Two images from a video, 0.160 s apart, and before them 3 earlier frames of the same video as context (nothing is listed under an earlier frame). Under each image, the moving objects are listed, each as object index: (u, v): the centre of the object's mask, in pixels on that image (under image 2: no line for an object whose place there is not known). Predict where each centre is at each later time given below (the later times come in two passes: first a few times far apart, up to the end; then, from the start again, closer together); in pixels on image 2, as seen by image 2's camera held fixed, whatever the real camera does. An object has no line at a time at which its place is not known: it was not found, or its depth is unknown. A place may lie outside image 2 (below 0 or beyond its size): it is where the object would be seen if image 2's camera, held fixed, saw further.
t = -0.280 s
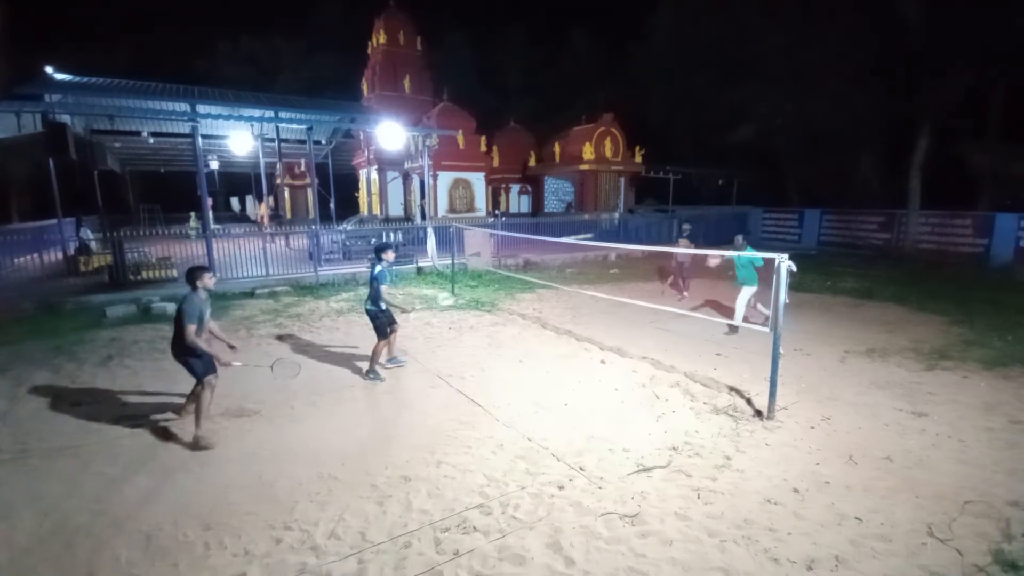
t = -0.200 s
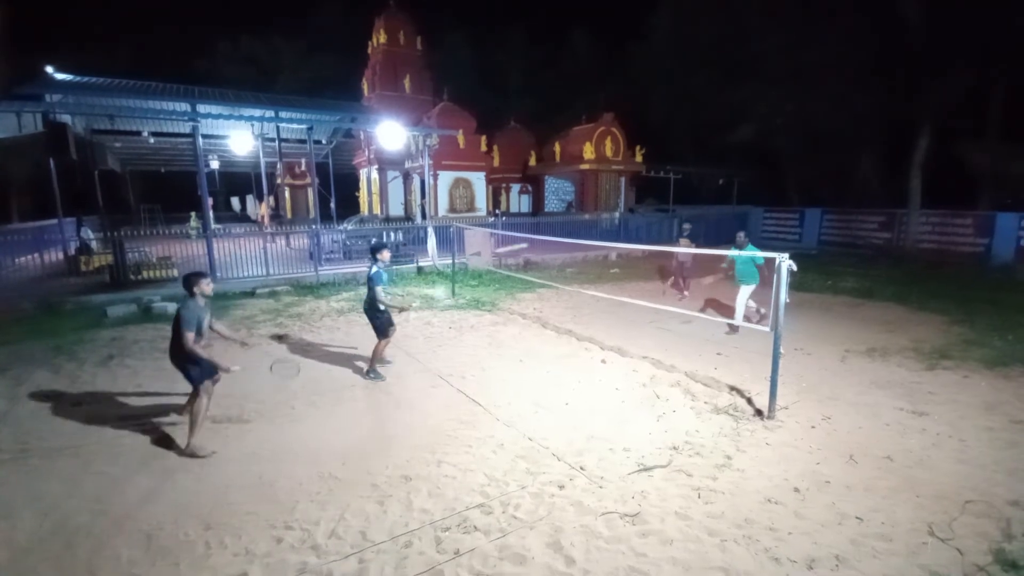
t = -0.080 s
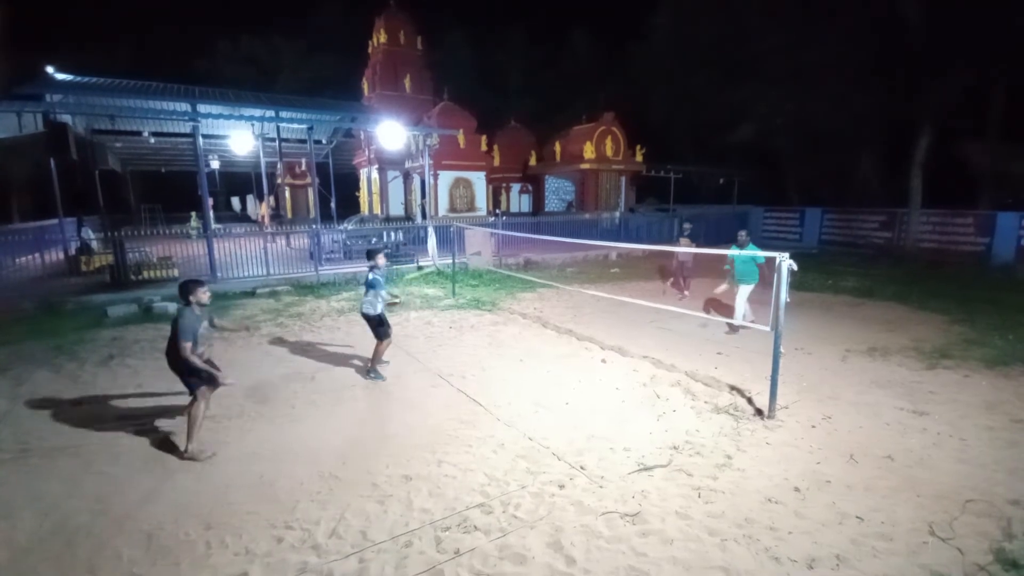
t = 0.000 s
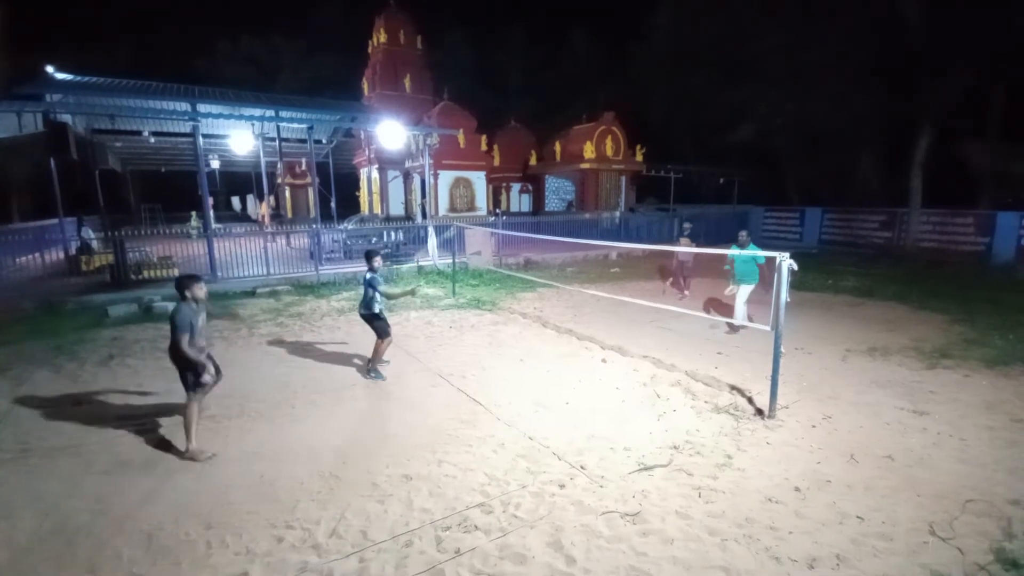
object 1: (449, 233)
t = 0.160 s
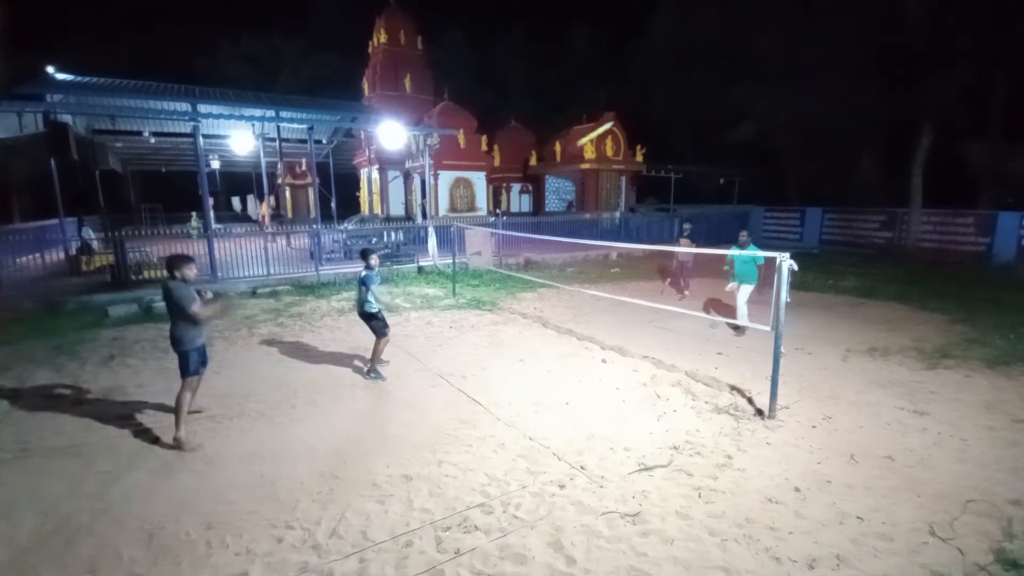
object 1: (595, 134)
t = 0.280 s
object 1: (676, 89)
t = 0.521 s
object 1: (787, 59)
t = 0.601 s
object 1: (815, 62)
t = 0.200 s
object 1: (625, 116)
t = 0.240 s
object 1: (651, 101)
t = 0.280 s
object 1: (676, 89)
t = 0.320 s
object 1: (698, 79)
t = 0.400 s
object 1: (738, 65)
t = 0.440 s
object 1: (756, 61)
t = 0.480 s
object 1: (772, 60)
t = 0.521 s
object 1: (787, 59)
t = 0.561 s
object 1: (802, 59)
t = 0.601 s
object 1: (815, 62)
